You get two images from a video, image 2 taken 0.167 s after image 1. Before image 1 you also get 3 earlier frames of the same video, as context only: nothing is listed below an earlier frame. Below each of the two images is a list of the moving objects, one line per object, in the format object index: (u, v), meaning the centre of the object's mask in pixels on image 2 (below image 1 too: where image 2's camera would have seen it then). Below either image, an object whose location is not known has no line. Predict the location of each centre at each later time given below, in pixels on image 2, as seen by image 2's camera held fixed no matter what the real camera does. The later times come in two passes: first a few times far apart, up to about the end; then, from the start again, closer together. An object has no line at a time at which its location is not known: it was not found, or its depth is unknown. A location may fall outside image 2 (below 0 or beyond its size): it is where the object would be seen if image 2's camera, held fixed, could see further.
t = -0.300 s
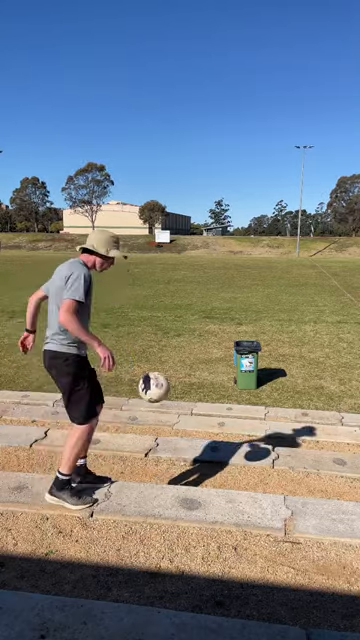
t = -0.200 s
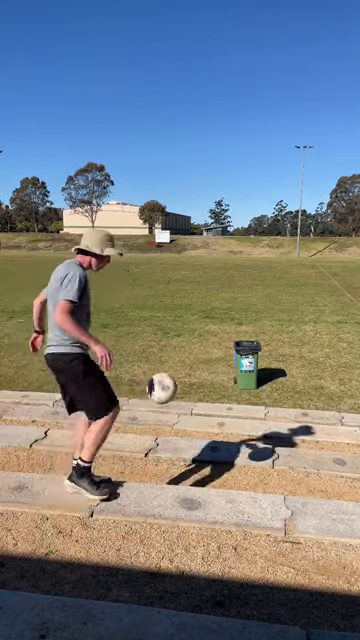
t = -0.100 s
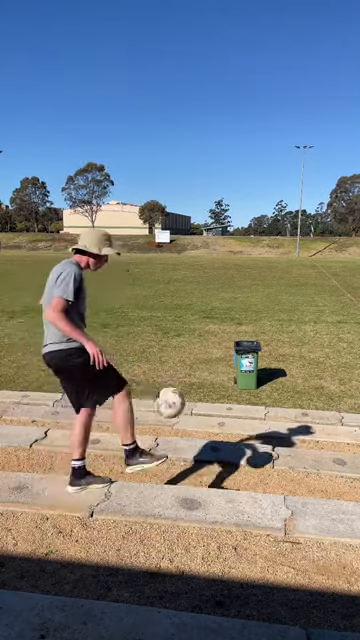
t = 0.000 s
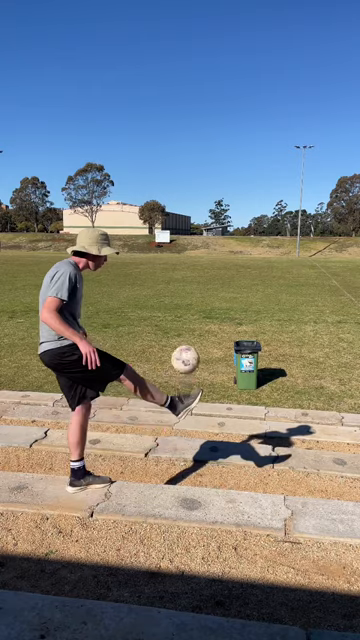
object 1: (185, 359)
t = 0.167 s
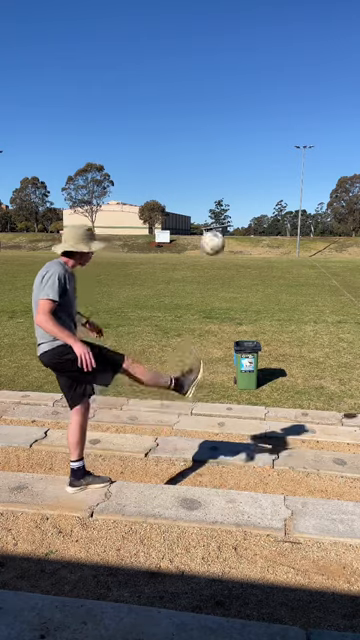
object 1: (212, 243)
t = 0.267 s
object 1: (224, 202)
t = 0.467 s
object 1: (237, 169)
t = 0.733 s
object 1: (246, 181)
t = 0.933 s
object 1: (248, 215)
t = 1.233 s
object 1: (247, 286)
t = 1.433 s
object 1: (246, 341)
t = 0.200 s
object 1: (215, 227)
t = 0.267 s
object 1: (224, 202)
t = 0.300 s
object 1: (226, 193)
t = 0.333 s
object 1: (229, 185)
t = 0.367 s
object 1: (231, 179)
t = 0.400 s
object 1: (233, 174)
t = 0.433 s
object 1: (235, 171)
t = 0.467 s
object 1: (237, 169)
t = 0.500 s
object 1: (239, 167)
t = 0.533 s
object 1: (240, 167)
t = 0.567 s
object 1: (241, 167)
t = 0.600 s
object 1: (242, 168)
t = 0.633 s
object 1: (243, 170)
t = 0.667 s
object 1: (244, 174)
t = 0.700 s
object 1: (245, 177)
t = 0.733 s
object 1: (246, 181)
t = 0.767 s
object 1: (246, 186)
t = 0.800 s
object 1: (247, 191)
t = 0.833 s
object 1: (247, 197)
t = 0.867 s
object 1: (247, 202)
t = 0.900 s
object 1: (248, 208)
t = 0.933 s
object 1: (248, 215)
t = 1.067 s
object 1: (248, 244)
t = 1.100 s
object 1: (248, 252)
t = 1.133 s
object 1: (248, 260)
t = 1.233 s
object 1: (247, 286)
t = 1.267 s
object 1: (247, 295)
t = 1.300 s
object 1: (247, 304)
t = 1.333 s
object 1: (247, 313)
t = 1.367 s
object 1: (247, 323)
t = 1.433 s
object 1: (246, 341)
